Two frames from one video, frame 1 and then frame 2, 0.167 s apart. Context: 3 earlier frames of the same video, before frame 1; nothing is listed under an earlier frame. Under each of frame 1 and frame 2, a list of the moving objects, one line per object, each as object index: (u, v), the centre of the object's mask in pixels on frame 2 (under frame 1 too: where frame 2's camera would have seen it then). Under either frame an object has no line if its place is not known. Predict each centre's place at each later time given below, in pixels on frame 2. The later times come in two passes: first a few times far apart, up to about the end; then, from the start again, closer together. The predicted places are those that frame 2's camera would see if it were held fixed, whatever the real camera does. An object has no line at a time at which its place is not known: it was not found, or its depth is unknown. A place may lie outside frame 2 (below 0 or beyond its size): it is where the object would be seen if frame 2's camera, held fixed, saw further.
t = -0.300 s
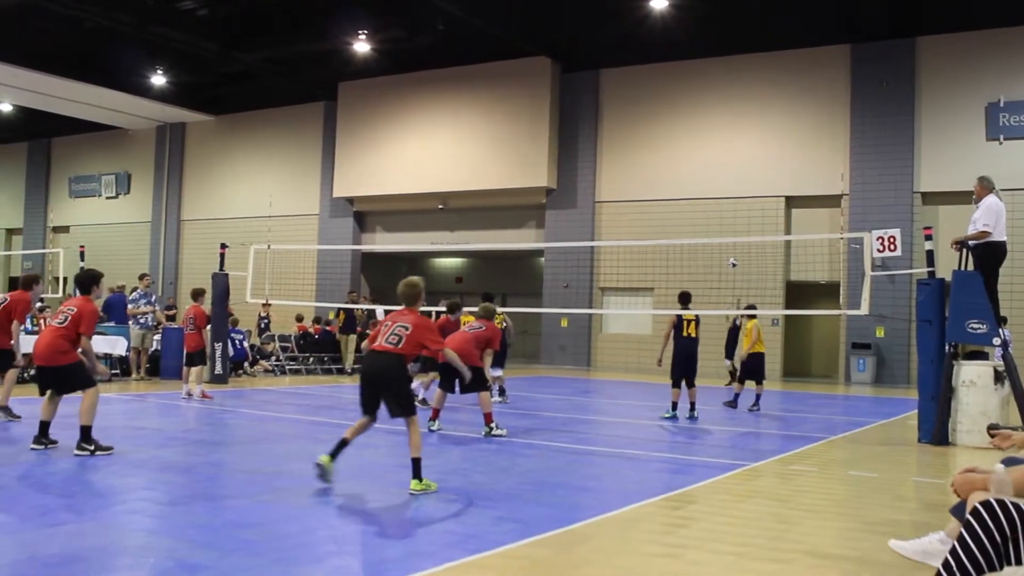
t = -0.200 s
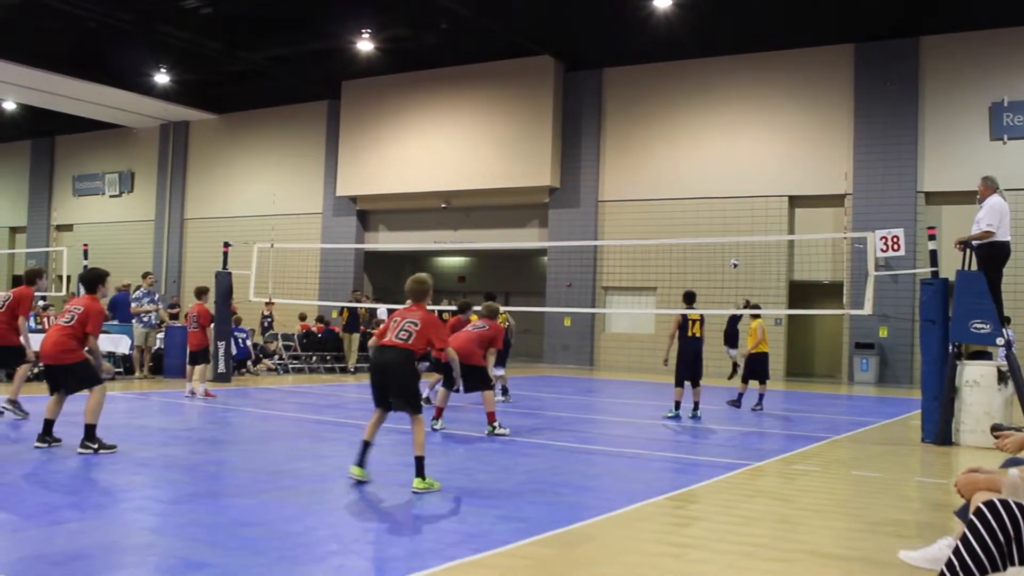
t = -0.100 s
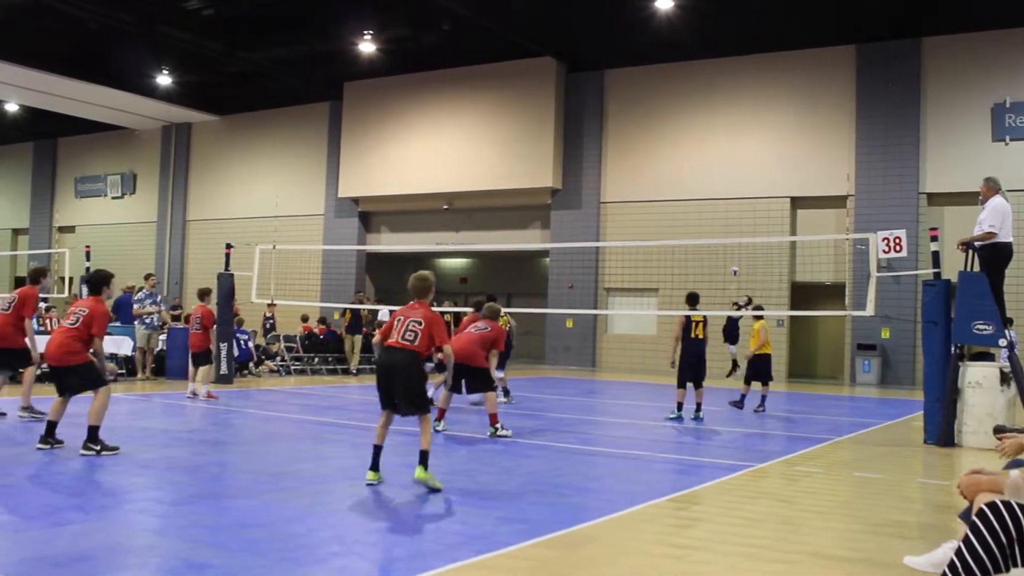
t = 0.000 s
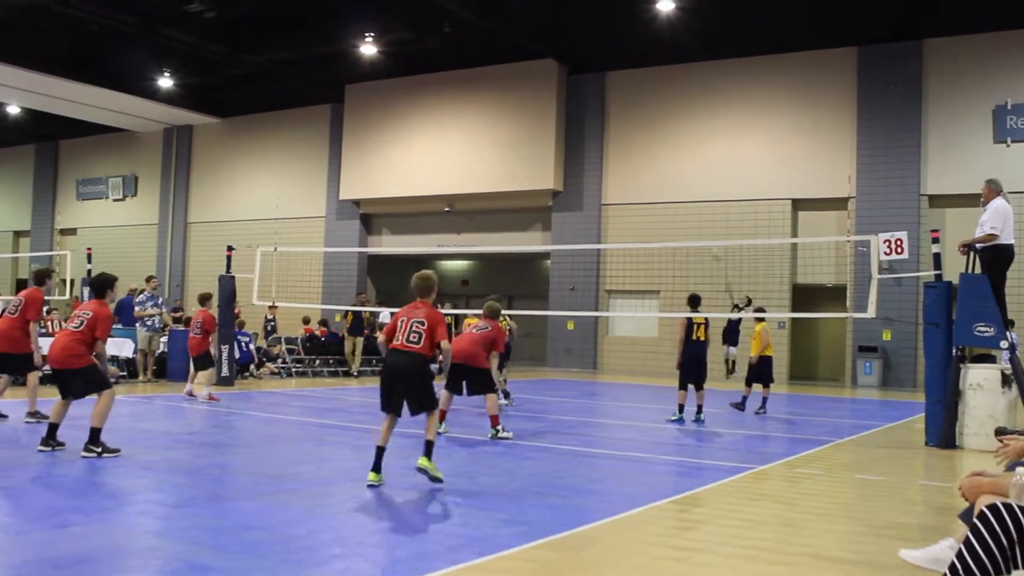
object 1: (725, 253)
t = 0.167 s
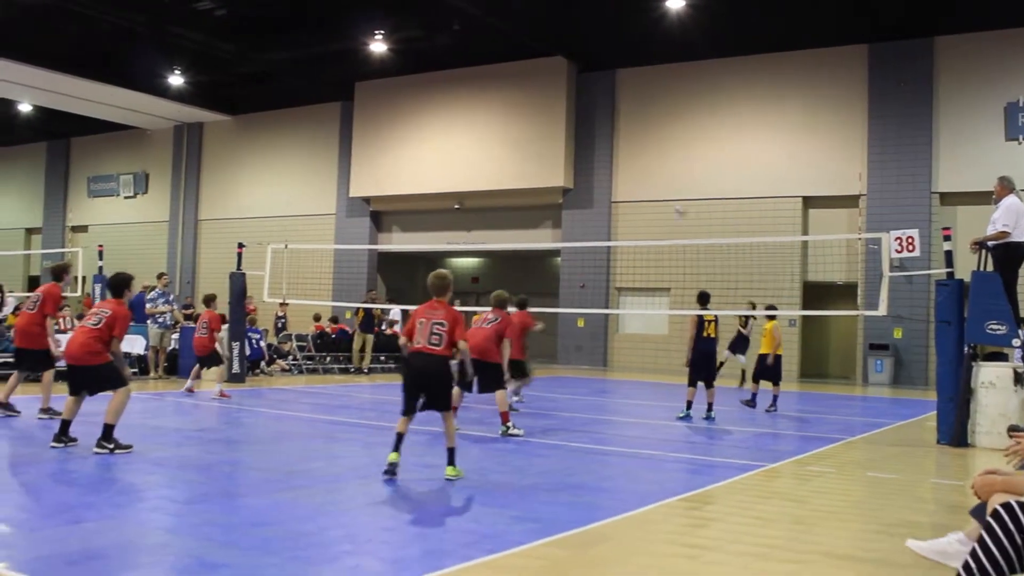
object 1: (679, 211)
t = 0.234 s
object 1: (660, 196)
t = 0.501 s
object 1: (557, 159)
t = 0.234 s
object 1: (660, 196)
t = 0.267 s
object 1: (649, 192)
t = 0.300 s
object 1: (638, 183)
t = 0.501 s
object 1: (557, 159)
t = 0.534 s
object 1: (544, 157)
